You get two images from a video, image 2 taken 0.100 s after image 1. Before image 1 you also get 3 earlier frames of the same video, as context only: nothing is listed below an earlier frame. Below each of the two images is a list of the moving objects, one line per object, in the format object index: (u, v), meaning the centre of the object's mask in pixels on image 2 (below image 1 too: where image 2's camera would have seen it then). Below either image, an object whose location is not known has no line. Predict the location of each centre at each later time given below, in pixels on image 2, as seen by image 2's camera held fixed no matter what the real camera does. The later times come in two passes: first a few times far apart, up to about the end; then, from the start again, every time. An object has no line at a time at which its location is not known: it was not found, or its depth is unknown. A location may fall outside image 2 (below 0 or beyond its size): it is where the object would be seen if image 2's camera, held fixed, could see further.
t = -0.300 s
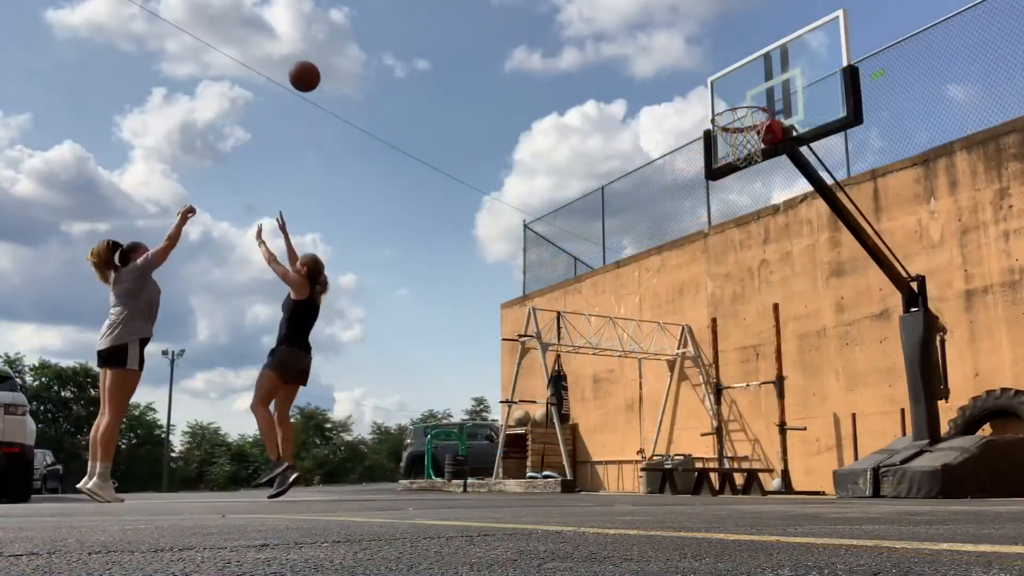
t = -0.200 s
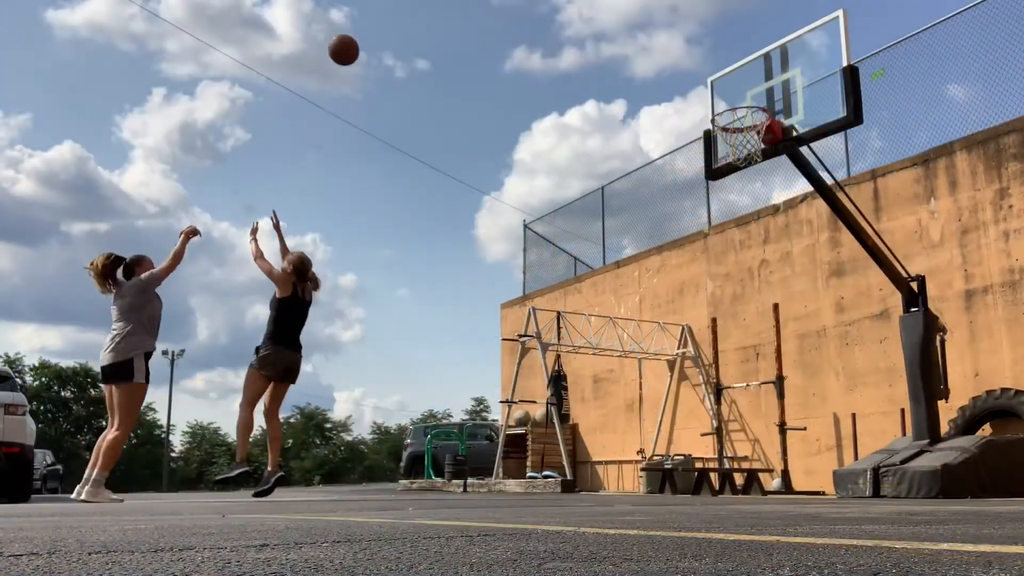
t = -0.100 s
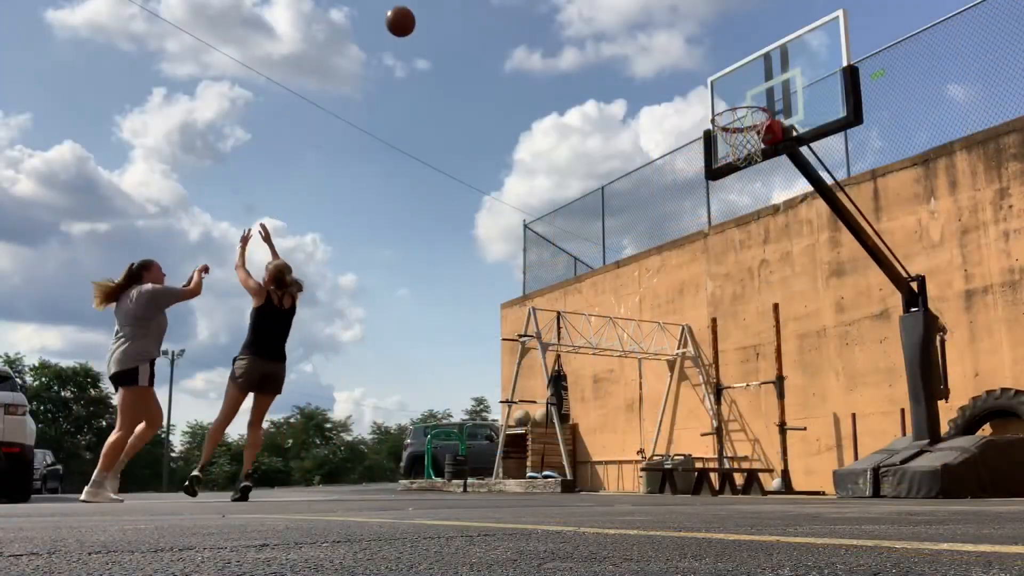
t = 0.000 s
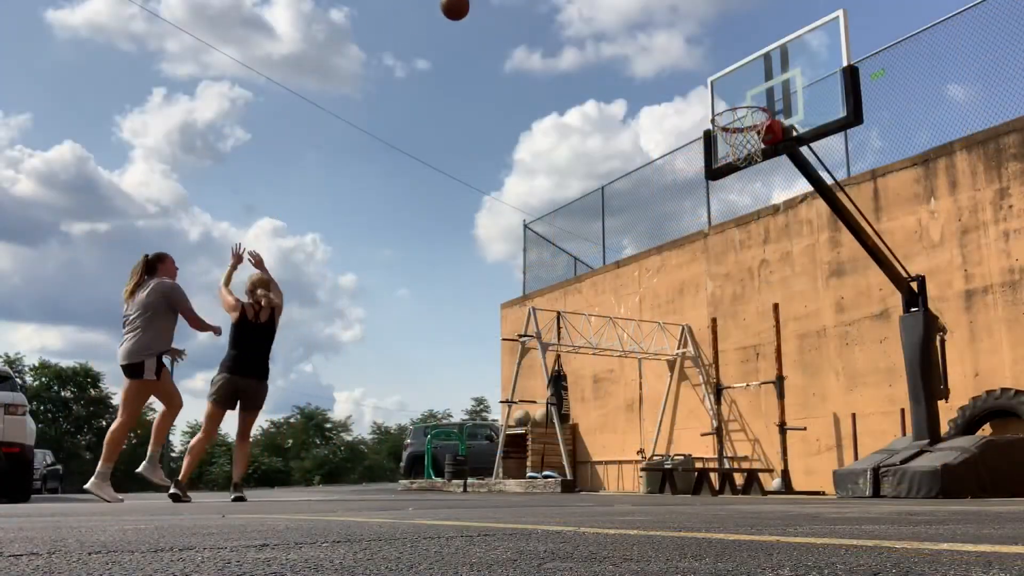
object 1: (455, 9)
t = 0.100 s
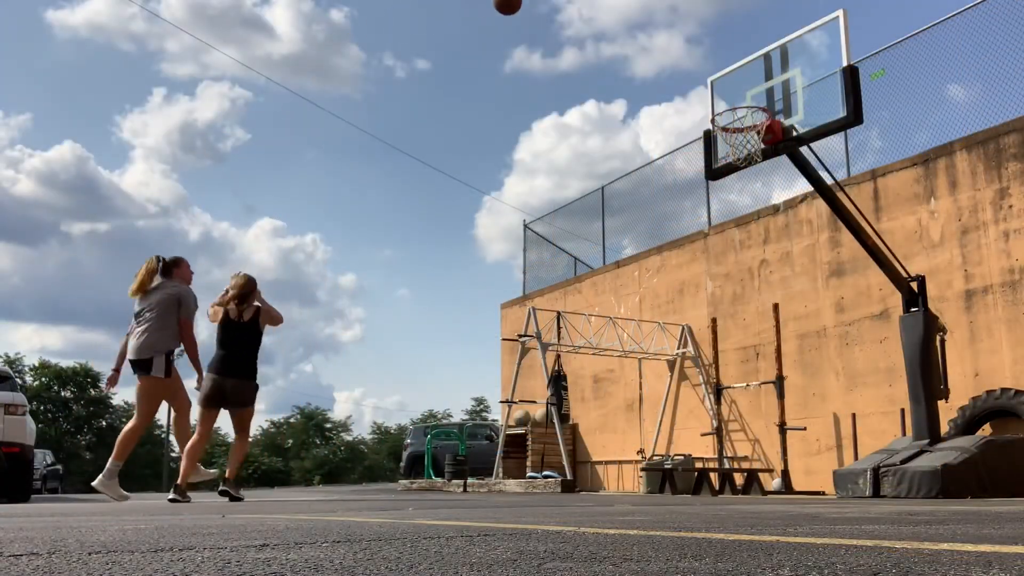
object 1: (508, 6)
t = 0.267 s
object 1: (593, 15)
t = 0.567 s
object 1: (741, 114)
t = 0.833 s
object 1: (749, 187)
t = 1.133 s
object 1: (732, 345)
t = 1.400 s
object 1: (709, 423)
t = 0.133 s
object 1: (525, 7)
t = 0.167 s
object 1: (542, 8)
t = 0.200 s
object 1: (559, 9)
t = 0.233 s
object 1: (576, 12)
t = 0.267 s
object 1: (593, 15)
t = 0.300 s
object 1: (610, 22)
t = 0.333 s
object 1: (626, 30)
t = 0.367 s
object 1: (643, 40)
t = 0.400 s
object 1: (659, 50)
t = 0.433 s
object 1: (676, 62)
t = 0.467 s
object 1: (693, 74)
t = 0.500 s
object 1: (710, 89)
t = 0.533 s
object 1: (726, 103)
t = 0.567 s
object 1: (741, 114)
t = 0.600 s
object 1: (755, 124)
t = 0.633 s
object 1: (761, 135)
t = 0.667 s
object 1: (760, 141)
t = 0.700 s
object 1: (759, 150)
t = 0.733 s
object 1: (756, 158)
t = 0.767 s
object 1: (754, 166)
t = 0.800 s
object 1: (751, 176)
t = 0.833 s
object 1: (749, 187)
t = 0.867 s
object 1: (746, 200)
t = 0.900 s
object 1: (745, 213)
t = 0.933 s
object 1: (743, 228)
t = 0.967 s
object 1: (740, 244)
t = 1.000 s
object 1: (739, 262)
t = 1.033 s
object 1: (737, 280)
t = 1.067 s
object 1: (735, 300)
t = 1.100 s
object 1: (734, 322)
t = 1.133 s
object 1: (732, 345)
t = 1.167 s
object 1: (731, 369)
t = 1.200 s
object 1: (730, 394)
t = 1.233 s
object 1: (729, 422)
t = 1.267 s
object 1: (728, 450)
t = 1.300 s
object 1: (727, 481)
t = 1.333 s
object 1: (721, 466)
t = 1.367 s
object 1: (715, 444)
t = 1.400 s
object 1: (709, 423)
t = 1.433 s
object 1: (703, 403)
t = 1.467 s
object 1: (698, 385)
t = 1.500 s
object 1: (693, 368)
